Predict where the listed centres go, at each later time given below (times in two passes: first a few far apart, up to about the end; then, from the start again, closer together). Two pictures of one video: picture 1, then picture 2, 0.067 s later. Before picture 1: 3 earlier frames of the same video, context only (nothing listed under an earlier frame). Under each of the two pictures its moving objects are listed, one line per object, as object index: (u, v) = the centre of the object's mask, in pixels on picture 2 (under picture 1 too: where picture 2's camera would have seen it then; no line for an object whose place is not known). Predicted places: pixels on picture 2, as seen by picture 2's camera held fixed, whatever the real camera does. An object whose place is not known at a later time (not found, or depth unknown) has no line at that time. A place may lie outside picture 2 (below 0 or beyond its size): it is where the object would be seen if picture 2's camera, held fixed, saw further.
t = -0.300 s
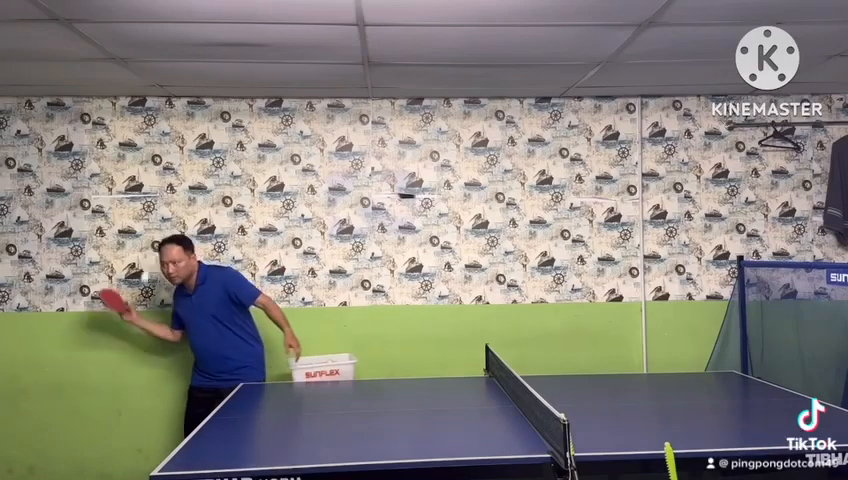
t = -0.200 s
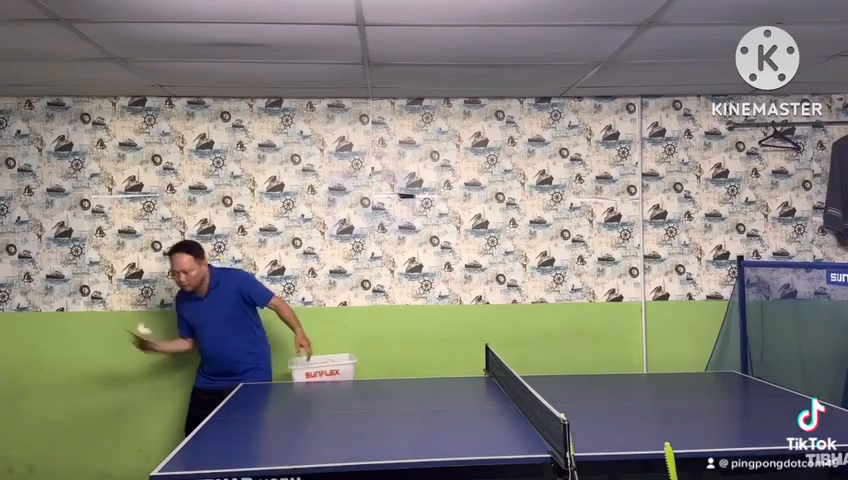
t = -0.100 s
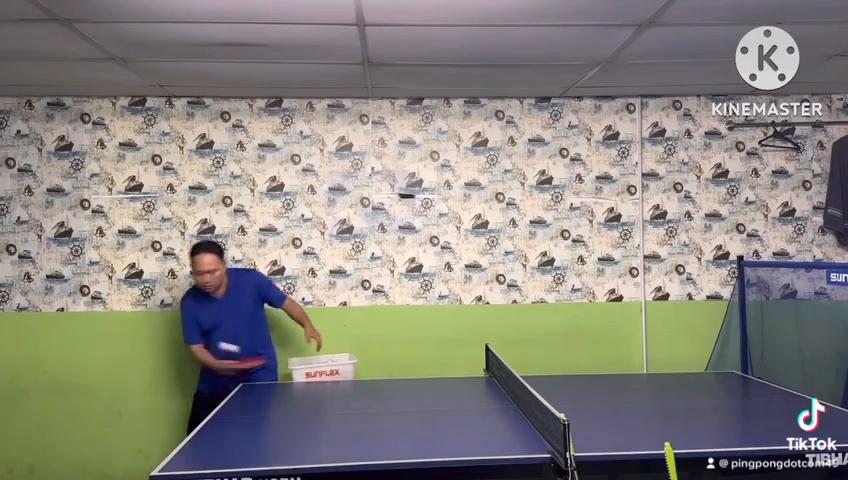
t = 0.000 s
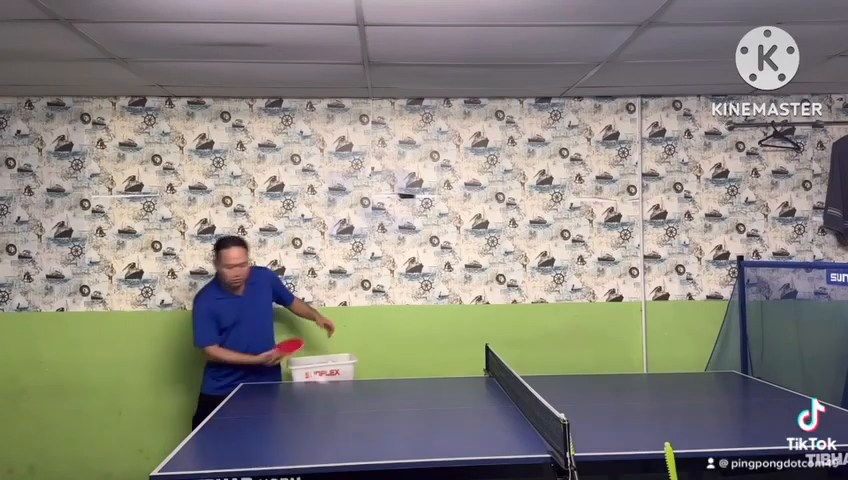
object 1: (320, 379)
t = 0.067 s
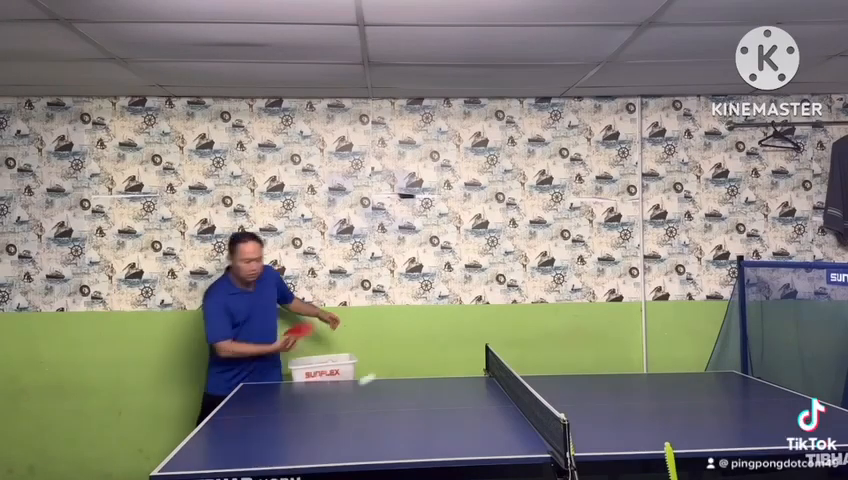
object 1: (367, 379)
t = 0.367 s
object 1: (552, 367)
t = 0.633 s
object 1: (657, 356)
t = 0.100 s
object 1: (389, 369)
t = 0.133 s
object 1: (410, 361)
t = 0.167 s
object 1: (430, 356)
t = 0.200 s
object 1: (451, 352)
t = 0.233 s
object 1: (471, 351)
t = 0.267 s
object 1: (491, 352)
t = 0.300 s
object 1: (512, 354)
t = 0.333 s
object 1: (532, 360)
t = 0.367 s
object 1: (552, 367)
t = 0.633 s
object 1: (657, 356)
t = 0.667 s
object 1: (667, 357)
